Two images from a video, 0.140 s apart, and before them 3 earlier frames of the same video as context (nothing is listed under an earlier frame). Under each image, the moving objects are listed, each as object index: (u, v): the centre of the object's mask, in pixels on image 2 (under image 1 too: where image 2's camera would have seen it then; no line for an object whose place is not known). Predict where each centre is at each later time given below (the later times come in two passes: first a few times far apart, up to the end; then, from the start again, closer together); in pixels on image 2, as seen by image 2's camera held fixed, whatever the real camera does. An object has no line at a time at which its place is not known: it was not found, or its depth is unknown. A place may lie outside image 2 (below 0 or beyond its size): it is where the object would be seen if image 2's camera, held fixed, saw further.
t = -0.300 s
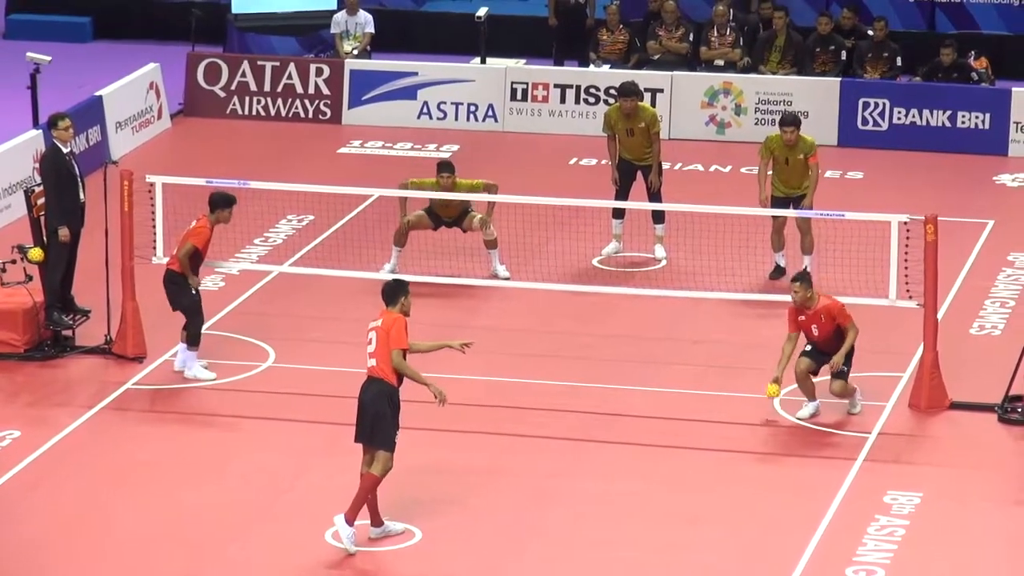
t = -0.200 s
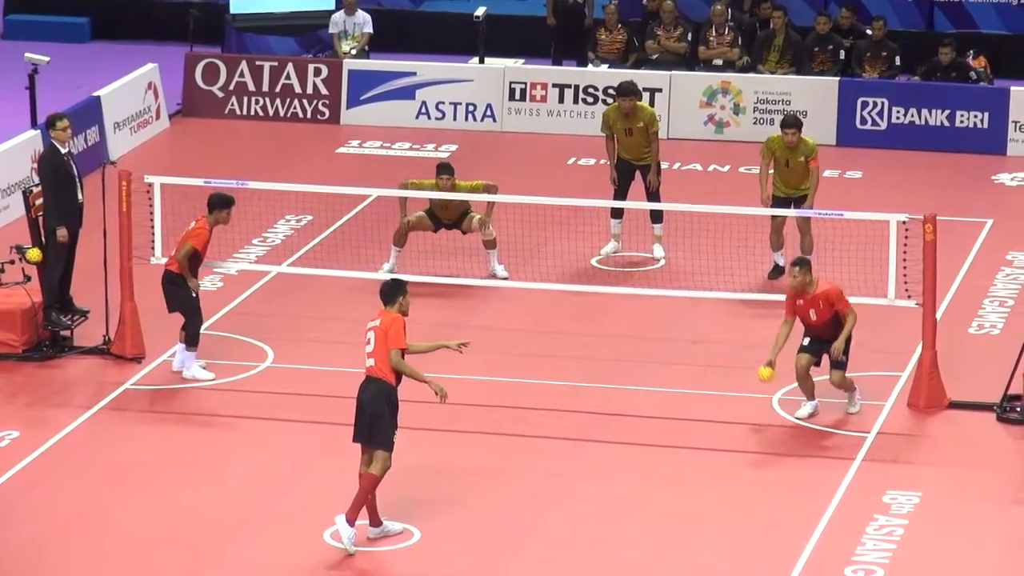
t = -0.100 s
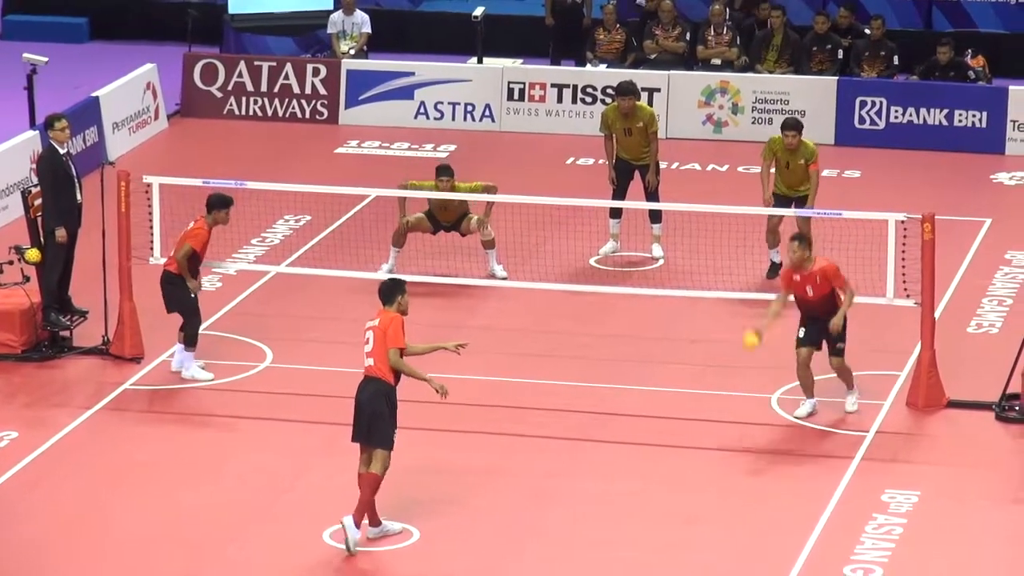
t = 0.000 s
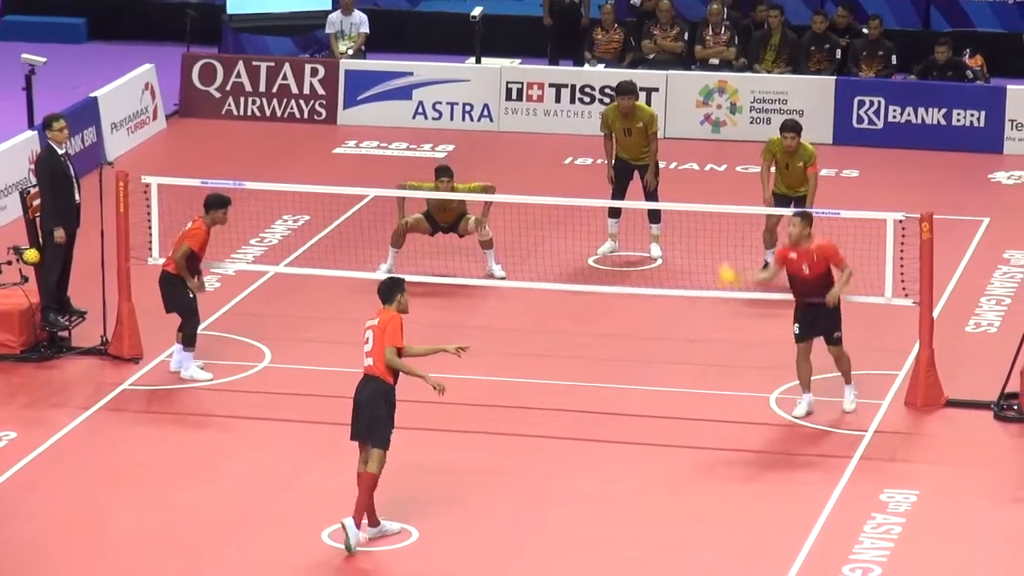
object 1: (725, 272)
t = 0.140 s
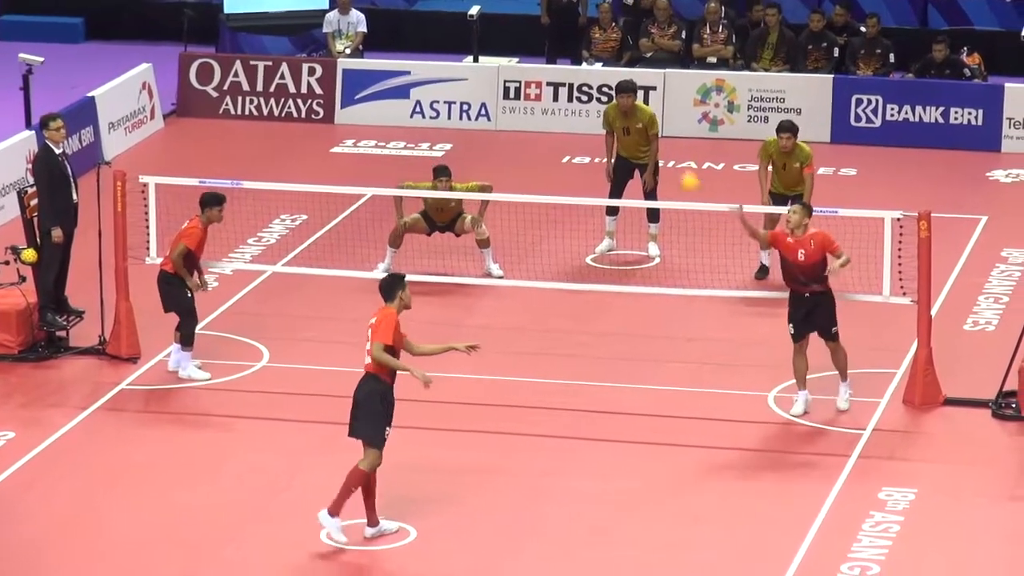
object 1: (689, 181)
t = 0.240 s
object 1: (664, 129)
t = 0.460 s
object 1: (607, 58)
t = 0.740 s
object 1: (533, 55)
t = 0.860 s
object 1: (500, 86)
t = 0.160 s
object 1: (684, 170)
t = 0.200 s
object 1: (674, 147)
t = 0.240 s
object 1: (664, 129)
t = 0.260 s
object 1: (659, 120)
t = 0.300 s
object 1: (649, 104)
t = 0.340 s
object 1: (638, 89)
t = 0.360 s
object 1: (633, 84)
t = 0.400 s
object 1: (623, 71)
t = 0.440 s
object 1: (612, 61)
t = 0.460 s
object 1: (607, 58)
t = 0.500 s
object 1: (596, 51)
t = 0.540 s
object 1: (585, 46)
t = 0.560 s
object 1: (580, 45)
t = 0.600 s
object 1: (570, 44)
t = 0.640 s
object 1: (559, 44)
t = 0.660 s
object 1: (554, 46)
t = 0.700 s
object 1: (543, 49)
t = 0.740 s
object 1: (533, 55)
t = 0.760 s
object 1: (528, 58)
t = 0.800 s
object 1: (516, 68)
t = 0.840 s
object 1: (505, 79)
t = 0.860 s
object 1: (500, 86)
